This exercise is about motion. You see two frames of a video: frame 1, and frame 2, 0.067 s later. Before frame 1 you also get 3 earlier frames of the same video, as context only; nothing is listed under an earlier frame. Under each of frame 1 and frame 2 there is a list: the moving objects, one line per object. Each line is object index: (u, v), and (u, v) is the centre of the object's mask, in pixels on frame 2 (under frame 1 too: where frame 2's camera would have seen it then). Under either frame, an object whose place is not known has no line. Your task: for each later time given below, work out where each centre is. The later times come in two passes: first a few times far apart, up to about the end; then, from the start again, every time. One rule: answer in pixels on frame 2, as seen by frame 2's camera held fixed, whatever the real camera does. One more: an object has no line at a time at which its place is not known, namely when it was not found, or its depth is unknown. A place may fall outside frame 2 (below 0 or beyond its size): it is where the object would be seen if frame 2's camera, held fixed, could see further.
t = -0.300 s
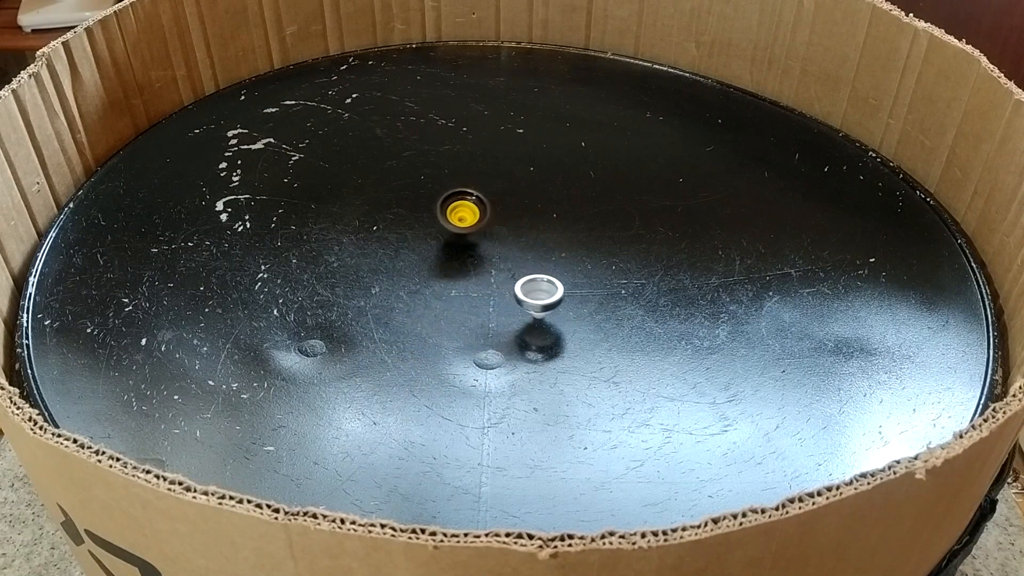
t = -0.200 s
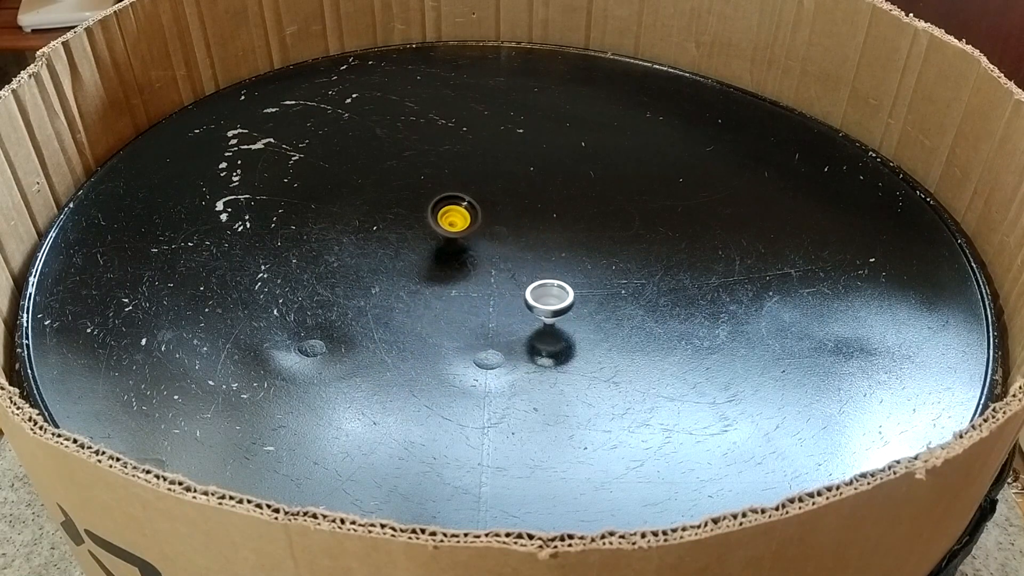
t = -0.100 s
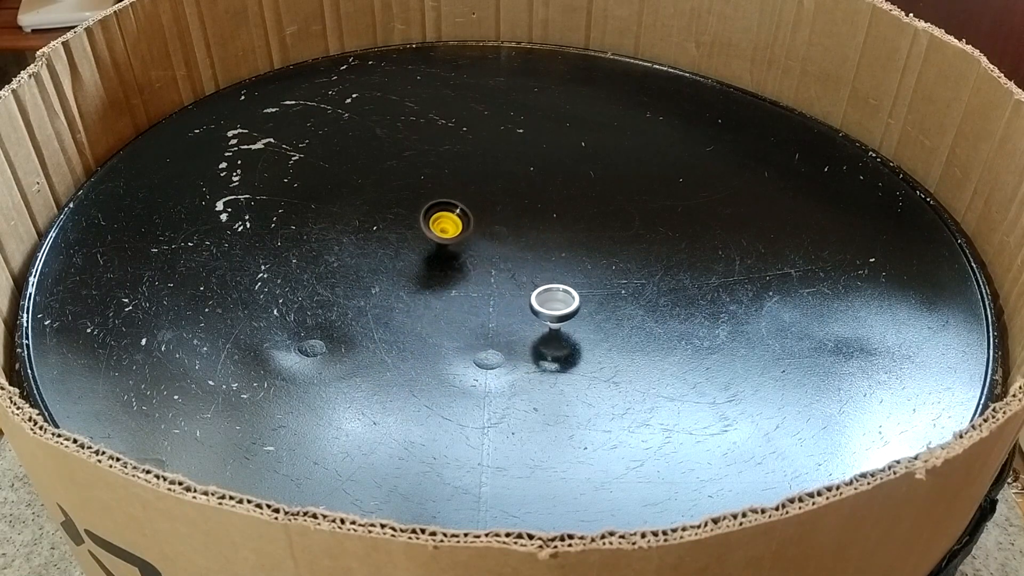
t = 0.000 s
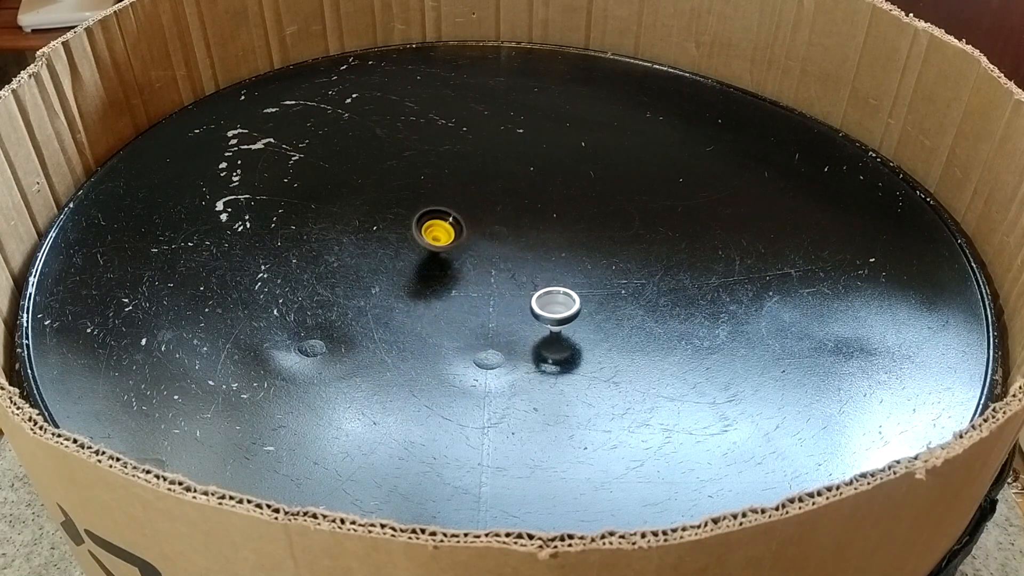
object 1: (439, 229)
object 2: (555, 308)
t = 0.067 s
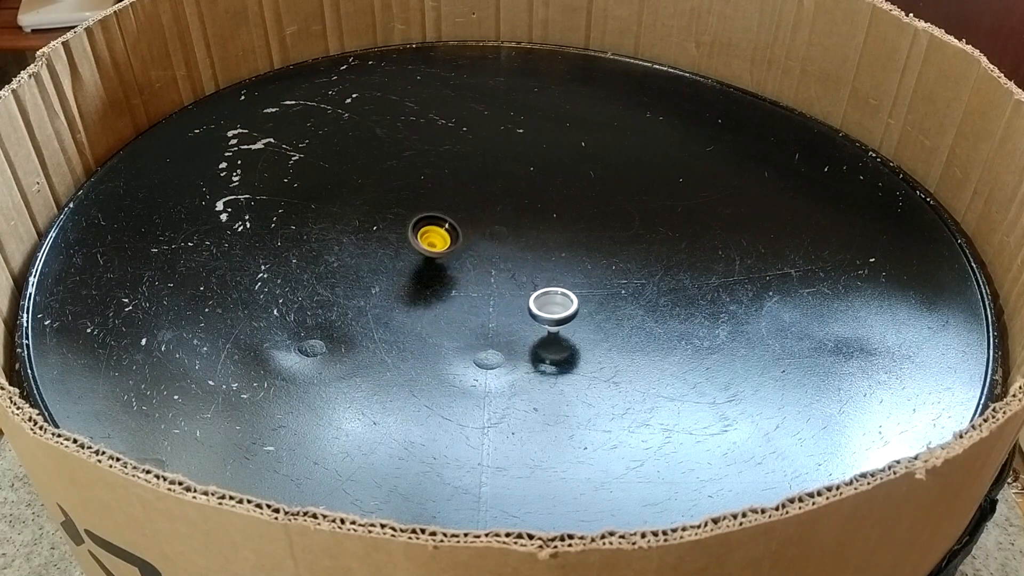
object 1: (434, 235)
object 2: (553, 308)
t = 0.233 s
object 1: (428, 251)
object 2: (538, 302)
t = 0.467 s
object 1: (431, 275)
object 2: (533, 277)
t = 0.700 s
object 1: (445, 294)
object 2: (549, 251)
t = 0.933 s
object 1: (472, 306)
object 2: (573, 234)
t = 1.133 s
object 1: (501, 309)
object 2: (589, 231)
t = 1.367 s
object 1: (533, 301)
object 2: (586, 240)
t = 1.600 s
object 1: (554, 283)
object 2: (551, 245)
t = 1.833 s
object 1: (565, 264)
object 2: (508, 239)
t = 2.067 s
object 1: (559, 243)
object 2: (468, 221)
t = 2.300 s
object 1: (541, 228)
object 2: (468, 202)
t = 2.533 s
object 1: (526, 225)
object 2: (488, 200)
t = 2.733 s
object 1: (536, 246)
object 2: (491, 202)
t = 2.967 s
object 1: (533, 276)
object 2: (477, 232)
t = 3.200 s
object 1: (522, 293)
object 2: (429, 262)
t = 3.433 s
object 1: (519, 305)
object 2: (376, 276)
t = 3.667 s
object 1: (523, 313)
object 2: (345, 271)
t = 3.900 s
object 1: (531, 313)
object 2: (359, 261)
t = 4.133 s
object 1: (539, 305)
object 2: (407, 266)
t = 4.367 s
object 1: (542, 292)
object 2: (459, 286)
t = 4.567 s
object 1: (537, 279)
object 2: (492, 308)
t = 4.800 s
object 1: (524, 266)
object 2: (519, 338)
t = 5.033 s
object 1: (506, 256)
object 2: (486, 349)
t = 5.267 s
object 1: (485, 252)
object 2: (471, 320)
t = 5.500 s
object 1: (461, 251)
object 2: (502, 281)
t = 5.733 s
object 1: (444, 256)
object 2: (553, 254)
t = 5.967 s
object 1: (435, 265)
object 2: (604, 239)
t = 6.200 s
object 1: (436, 276)
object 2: (637, 238)
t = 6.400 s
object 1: (445, 283)
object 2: (637, 246)
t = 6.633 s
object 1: (462, 287)
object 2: (594, 256)
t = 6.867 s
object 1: (483, 284)
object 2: (537, 246)
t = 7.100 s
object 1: (499, 275)
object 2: (489, 228)
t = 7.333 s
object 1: (510, 261)
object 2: (471, 202)
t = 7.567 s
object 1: (510, 247)
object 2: (487, 193)
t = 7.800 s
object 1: (519, 267)
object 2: (495, 194)
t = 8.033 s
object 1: (521, 306)
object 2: (495, 199)
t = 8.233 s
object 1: (509, 313)
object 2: (486, 220)
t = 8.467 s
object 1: (502, 321)
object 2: (449, 242)
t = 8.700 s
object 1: (502, 326)
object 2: (409, 262)
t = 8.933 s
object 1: (502, 325)
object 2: (377, 274)
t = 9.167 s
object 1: (501, 318)
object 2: (361, 276)
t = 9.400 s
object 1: (497, 306)
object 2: (383, 275)
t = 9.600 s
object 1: (488, 294)
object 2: (419, 282)
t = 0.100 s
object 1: (433, 238)
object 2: (551, 308)
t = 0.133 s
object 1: (431, 241)
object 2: (548, 307)
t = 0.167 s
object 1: (430, 244)
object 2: (545, 306)
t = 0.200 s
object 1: (429, 248)
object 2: (541, 304)
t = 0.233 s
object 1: (428, 251)
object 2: (538, 302)
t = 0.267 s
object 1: (428, 254)
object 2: (536, 299)
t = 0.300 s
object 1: (428, 258)
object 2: (534, 296)
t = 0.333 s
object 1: (428, 261)
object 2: (533, 292)
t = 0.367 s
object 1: (428, 265)
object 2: (532, 289)
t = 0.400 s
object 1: (429, 268)
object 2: (532, 285)
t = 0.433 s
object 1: (430, 271)
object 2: (532, 281)
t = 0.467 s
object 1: (431, 275)
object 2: (533, 277)
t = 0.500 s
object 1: (432, 278)
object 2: (534, 273)
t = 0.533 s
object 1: (434, 281)
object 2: (535, 270)
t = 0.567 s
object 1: (435, 284)
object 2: (538, 266)
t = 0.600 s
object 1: (438, 287)
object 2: (541, 262)
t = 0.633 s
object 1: (440, 290)
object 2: (543, 258)
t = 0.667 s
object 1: (443, 292)
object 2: (546, 254)
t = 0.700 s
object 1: (445, 294)
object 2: (549, 251)
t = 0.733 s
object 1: (449, 296)
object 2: (552, 248)
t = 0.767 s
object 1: (452, 299)
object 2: (556, 245)
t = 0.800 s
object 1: (456, 300)
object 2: (560, 242)
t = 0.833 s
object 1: (459, 302)
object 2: (563, 239)
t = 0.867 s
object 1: (464, 304)
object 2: (567, 237)
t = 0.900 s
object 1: (468, 305)
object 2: (571, 235)
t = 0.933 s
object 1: (472, 306)
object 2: (573, 234)
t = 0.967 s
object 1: (477, 307)
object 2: (577, 233)
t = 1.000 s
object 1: (482, 308)
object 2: (580, 232)
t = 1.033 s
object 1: (487, 309)
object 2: (582, 231)
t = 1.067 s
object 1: (492, 309)
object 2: (585, 230)
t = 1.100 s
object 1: (497, 309)
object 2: (588, 231)
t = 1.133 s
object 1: (501, 309)
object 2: (589, 231)
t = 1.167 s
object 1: (506, 309)
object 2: (591, 231)
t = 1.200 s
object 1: (511, 308)
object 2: (592, 232)
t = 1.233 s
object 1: (515, 307)
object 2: (593, 233)
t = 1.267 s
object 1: (520, 306)
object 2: (592, 234)
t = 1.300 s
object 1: (525, 305)
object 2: (591, 236)
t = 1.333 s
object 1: (529, 303)
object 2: (589, 238)
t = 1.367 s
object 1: (533, 301)
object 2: (586, 240)
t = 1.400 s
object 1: (538, 298)
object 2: (582, 242)
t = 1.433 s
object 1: (541, 296)
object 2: (578, 243)
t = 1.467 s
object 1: (545, 294)
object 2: (574, 244)
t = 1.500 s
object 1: (548, 291)
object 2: (568, 245)
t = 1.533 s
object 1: (551, 289)
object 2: (563, 246)
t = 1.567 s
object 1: (553, 286)
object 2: (557, 246)
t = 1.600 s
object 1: (554, 283)
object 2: (551, 245)
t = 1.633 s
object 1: (556, 281)
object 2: (544, 245)
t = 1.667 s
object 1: (558, 279)
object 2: (538, 245)
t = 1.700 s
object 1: (560, 276)
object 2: (531, 244)
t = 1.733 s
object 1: (562, 273)
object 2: (525, 243)
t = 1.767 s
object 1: (564, 270)
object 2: (520, 242)
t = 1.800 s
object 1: (564, 267)
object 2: (514, 240)
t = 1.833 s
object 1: (565, 264)
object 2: (508, 239)
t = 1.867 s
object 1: (565, 261)
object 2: (502, 237)
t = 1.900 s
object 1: (564, 257)
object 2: (495, 236)
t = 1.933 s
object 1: (564, 254)
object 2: (489, 233)
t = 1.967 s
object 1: (563, 251)
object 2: (483, 231)
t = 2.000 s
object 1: (562, 248)
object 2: (477, 228)
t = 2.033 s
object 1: (560, 246)
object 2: (472, 224)
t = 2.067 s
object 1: (559, 243)
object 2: (468, 221)
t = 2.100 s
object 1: (557, 241)
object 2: (466, 217)
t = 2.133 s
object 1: (555, 238)
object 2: (464, 214)
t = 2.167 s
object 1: (552, 236)
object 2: (464, 211)
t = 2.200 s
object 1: (550, 233)
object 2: (464, 208)
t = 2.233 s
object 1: (547, 231)
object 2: (465, 206)
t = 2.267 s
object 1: (544, 229)
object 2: (466, 204)
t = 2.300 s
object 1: (541, 228)
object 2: (468, 202)
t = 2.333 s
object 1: (538, 226)
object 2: (471, 200)
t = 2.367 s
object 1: (534, 224)
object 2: (474, 199)
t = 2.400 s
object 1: (531, 223)
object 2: (478, 199)
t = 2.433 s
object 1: (527, 222)
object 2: (483, 199)
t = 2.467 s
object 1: (523, 222)
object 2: (487, 200)
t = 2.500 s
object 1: (525, 223)
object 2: (488, 200)
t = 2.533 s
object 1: (526, 225)
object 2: (488, 200)
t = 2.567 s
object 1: (525, 226)
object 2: (489, 201)
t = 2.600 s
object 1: (523, 227)
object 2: (490, 202)
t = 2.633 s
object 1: (521, 229)
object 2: (492, 203)
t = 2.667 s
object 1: (525, 234)
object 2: (491, 202)
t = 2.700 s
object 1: (531, 239)
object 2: (491, 201)
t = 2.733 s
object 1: (536, 246)
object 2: (491, 202)
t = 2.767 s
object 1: (538, 252)
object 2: (492, 204)
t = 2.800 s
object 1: (540, 259)
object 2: (492, 208)
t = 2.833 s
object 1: (539, 263)
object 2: (492, 212)
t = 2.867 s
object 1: (538, 265)
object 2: (489, 218)
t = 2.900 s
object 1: (537, 269)
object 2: (486, 223)
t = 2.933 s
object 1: (535, 272)
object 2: (482, 228)
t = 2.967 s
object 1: (533, 276)
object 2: (477, 232)
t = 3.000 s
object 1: (531, 278)
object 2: (471, 236)
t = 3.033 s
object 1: (529, 281)
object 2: (465, 240)
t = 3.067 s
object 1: (527, 284)
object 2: (458, 245)
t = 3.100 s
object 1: (526, 286)
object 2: (452, 249)
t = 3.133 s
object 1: (524, 288)
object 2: (444, 254)
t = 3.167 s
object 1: (523, 291)
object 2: (436, 258)
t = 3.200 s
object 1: (522, 293)
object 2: (429, 262)
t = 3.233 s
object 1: (521, 295)
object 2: (421, 265)
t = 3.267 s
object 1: (520, 297)
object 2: (413, 268)
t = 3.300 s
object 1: (519, 299)
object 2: (405, 270)
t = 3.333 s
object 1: (519, 300)
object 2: (397, 272)
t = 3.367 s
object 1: (519, 302)
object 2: (390, 274)
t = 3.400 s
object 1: (519, 304)
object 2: (383, 275)
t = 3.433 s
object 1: (519, 305)
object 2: (376, 276)
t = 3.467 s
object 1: (520, 307)
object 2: (369, 276)
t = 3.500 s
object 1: (520, 308)
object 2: (364, 276)
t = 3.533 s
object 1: (520, 309)
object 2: (358, 275)
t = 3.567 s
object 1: (521, 310)
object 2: (353, 275)
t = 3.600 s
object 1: (522, 311)
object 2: (349, 274)
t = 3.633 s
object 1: (523, 312)
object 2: (347, 272)
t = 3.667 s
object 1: (523, 313)
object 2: (345, 271)
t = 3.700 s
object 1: (524, 313)
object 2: (343, 270)
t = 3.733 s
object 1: (525, 313)
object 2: (343, 269)
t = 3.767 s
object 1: (526, 313)
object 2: (343, 267)
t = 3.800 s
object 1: (528, 313)
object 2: (346, 265)
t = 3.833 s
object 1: (529, 313)
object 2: (349, 264)
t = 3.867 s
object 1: (530, 313)
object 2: (354, 262)
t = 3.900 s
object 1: (531, 313)
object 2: (359, 261)
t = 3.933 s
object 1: (532, 312)
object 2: (365, 261)
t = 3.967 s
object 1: (534, 311)
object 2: (371, 261)
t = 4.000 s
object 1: (535, 310)
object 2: (378, 261)
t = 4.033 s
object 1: (536, 309)
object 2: (384, 262)
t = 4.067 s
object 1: (537, 308)
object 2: (392, 263)
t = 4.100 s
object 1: (538, 307)
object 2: (399, 265)
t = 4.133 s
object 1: (539, 305)
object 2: (407, 266)
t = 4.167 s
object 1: (540, 303)
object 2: (415, 268)
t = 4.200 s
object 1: (541, 302)
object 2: (422, 271)
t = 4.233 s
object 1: (541, 300)
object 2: (430, 273)
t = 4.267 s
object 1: (542, 298)
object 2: (438, 276)
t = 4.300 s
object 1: (542, 296)
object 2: (445, 279)
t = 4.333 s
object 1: (542, 294)
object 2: (452, 282)
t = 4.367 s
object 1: (542, 292)
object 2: (459, 286)
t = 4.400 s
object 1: (541, 290)
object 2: (466, 290)
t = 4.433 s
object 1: (541, 288)
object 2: (472, 294)
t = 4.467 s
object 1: (540, 285)
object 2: (478, 297)
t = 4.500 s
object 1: (539, 283)
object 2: (483, 301)
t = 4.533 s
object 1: (538, 281)
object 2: (488, 304)
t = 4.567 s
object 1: (537, 279)
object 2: (492, 308)
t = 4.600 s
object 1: (535, 277)
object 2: (497, 312)
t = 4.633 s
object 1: (534, 276)
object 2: (502, 316)
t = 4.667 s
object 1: (532, 273)
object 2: (507, 320)
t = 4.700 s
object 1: (531, 271)
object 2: (511, 324)
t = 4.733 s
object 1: (529, 270)
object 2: (515, 328)
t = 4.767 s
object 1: (527, 268)
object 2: (517, 333)
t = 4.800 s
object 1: (524, 266)
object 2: (519, 338)
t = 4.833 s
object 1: (522, 264)
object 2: (518, 342)
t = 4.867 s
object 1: (520, 263)
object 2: (515, 345)
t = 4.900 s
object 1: (517, 261)
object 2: (511, 348)
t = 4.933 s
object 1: (515, 260)
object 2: (506, 350)
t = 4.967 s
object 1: (511, 258)
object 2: (500, 351)
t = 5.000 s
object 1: (509, 257)
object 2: (493, 351)
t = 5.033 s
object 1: (506, 256)
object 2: (486, 349)
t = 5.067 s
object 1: (503, 255)
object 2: (481, 346)
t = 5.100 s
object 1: (501, 255)
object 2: (477, 342)
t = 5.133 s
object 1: (498, 254)
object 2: (475, 340)
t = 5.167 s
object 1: (496, 253)
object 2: (472, 336)
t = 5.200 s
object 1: (492, 252)
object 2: (470, 333)
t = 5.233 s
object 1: (489, 252)
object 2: (469, 327)
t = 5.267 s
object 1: (485, 252)
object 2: (471, 320)
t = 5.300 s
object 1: (482, 251)
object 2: (474, 313)
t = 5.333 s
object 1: (479, 252)
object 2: (477, 306)
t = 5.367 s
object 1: (476, 252)
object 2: (481, 300)
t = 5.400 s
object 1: (474, 252)
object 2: (484, 294)
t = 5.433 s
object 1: (471, 252)
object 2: (487, 288)
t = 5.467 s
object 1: (465, 251)
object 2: (495, 285)
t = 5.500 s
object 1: (461, 251)
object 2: (502, 281)
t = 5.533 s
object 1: (458, 251)
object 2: (509, 277)
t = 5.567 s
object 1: (455, 252)
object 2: (516, 273)
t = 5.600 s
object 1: (453, 252)
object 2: (523, 268)
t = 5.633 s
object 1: (450, 253)
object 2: (530, 265)
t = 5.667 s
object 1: (448, 254)
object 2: (538, 261)
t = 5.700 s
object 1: (446, 255)
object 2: (545, 257)
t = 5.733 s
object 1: (444, 256)
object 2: (553, 254)
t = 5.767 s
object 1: (442, 257)
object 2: (561, 251)
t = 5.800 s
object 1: (441, 258)
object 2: (568, 248)
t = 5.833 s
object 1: (439, 259)
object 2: (576, 245)
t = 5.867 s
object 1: (438, 261)
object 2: (584, 243)
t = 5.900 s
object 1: (437, 262)
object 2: (591, 242)
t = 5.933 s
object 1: (436, 264)
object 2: (598, 240)
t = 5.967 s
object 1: (435, 265)
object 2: (604, 239)
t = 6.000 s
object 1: (435, 267)
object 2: (610, 238)
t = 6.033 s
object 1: (434, 268)
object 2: (615, 237)
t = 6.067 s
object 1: (434, 270)
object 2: (621, 237)
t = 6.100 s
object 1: (434, 271)
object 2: (626, 236)
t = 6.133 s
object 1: (434, 273)
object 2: (630, 237)
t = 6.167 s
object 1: (435, 275)
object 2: (635, 237)
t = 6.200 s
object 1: (436, 276)
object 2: (637, 238)
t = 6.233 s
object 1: (437, 278)
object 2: (639, 239)
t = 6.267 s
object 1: (438, 279)
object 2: (640, 239)
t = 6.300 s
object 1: (439, 280)
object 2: (641, 240)
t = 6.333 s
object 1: (441, 281)
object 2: (641, 242)
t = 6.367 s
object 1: (443, 282)
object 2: (640, 244)
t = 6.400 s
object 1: (445, 283)
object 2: (637, 246)
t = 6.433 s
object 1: (447, 284)
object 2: (633, 248)
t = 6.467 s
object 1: (449, 285)
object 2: (629, 251)
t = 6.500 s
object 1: (451, 286)
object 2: (623, 252)
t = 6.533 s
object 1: (454, 286)
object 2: (617, 254)
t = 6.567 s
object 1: (456, 287)
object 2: (610, 255)
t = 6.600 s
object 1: (459, 287)
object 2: (602, 256)
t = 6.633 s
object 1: (462, 287)
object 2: (594, 256)
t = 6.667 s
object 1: (464, 287)
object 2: (586, 255)
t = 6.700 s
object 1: (468, 287)
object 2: (577, 255)
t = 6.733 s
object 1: (471, 287)
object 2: (569, 253)
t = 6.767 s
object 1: (474, 287)
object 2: (560, 252)
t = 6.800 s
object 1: (477, 286)
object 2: (552, 250)
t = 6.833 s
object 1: (480, 285)
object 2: (544, 248)
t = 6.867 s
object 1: (483, 284)
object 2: (537, 246)
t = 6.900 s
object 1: (486, 283)
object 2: (529, 244)
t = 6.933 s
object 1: (488, 282)
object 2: (523, 242)
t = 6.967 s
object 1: (491, 281)
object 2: (516, 239)
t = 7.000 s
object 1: (494, 280)
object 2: (510, 236)
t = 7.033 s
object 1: (496, 278)
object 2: (503, 234)
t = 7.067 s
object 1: (498, 277)
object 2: (496, 231)
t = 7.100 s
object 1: (499, 275)
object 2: (489, 228)
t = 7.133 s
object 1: (501, 273)
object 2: (483, 225)
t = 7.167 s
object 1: (504, 272)
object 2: (477, 221)
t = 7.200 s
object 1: (506, 269)
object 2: (474, 217)
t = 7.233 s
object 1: (507, 267)
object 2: (472, 213)
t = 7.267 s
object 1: (509, 265)
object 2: (470, 209)
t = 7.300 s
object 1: (509, 263)
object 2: (470, 205)
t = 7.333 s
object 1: (510, 261)
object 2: (471, 202)
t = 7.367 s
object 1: (511, 259)
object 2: (472, 199)
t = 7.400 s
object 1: (511, 257)
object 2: (474, 196)
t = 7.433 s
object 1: (511, 255)
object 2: (476, 194)
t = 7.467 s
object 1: (511, 253)
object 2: (478, 193)
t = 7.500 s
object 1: (510, 251)
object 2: (481, 192)
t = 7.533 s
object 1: (510, 249)
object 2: (484, 192)
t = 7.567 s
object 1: (510, 247)
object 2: (487, 193)
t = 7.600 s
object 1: (509, 246)
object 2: (490, 195)
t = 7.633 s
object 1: (508, 244)
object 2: (494, 198)
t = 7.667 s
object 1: (507, 242)
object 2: (497, 201)
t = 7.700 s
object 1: (506, 241)
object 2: (500, 204)
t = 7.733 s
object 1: (506, 243)
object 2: (501, 205)
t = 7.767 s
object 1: (512, 255)
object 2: (498, 199)
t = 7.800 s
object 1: (519, 267)
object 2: (495, 194)
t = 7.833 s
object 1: (524, 277)
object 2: (493, 192)
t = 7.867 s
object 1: (527, 288)
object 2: (493, 191)
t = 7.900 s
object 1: (527, 296)
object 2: (494, 191)
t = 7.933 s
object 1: (526, 300)
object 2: (494, 192)
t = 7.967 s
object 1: (524, 303)
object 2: (495, 193)
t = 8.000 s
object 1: (522, 304)
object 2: (495, 196)
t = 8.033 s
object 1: (521, 306)
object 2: (495, 199)
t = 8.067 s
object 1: (518, 307)
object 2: (496, 202)
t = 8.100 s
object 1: (516, 308)
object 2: (497, 206)
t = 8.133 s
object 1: (514, 310)
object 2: (496, 209)
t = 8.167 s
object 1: (513, 311)
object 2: (494, 212)
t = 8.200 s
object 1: (511, 312)
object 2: (490, 216)
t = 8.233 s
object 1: (509, 313)
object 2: (486, 220)
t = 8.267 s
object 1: (508, 314)
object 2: (482, 224)
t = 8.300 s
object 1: (507, 316)
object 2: (476, 227)
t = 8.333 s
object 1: (505, 317)
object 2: (471, 230)
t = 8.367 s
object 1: (504, 318)
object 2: (465, 232)
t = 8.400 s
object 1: (504, 319)
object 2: (459, 236)
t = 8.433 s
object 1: (503, 320)
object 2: (454, 238)
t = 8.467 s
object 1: (502, 321)
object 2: (449, 242)
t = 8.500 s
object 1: (502, 322)
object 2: (443, 245)
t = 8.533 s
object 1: (502, 323)
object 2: (437, 248)
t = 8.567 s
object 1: (502, 324)
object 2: (431, 252)
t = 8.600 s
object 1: (502, 325)
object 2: (425, 255)
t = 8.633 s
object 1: (502, 326)
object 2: (419, 258)
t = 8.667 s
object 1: (502, 326)
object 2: (414, 260)
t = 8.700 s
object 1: (502, 326)
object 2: (409, 262)
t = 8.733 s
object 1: (502, 326)
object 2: (403, 265)
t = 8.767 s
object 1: (502, 326)
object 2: (398, 267)
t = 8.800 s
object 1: (502, 326)
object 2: (393, 268)
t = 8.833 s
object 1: (502, 326)
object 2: (388, 270)
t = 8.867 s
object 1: (502, 326)
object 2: (384, 272)
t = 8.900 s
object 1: (502, 326)
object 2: (381, 273)
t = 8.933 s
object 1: (502, 325)
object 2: (377, 274)
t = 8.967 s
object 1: (502, 325)
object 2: (374, 275)
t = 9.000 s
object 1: (502, 324)
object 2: (370, 275)
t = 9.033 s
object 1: (502, 323)
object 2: (368, 276)
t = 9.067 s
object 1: (502, 322)
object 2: (366, 276)
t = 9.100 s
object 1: (502, 321)
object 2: (363, 276)
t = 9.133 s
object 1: (501, 320)
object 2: (362, 277)
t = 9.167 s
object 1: (501, 318)
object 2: (361, 276)
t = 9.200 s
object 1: (501, 317)
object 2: (361, 276)
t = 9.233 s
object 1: (501, 315)
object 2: (363, 276)
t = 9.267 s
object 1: (500, 314)
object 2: (365, 275)
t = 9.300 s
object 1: (499, 312)
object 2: (368, 275)
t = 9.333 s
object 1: (498, 310)
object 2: (373, 275)
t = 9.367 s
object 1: (497, 309)
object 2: (378, 275)
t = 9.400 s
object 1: (497, 306)
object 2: (383, 275)
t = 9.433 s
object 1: (495, 304)
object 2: (388, 276)
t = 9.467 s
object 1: (494, 302)
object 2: (394, 276)
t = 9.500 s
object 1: (493, 300)
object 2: (400, 277)
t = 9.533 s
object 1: (491, 298)
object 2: (407, 279)
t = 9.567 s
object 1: (490, 296)
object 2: (413, 280)
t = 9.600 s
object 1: (488, 294)
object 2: (419, 282)
